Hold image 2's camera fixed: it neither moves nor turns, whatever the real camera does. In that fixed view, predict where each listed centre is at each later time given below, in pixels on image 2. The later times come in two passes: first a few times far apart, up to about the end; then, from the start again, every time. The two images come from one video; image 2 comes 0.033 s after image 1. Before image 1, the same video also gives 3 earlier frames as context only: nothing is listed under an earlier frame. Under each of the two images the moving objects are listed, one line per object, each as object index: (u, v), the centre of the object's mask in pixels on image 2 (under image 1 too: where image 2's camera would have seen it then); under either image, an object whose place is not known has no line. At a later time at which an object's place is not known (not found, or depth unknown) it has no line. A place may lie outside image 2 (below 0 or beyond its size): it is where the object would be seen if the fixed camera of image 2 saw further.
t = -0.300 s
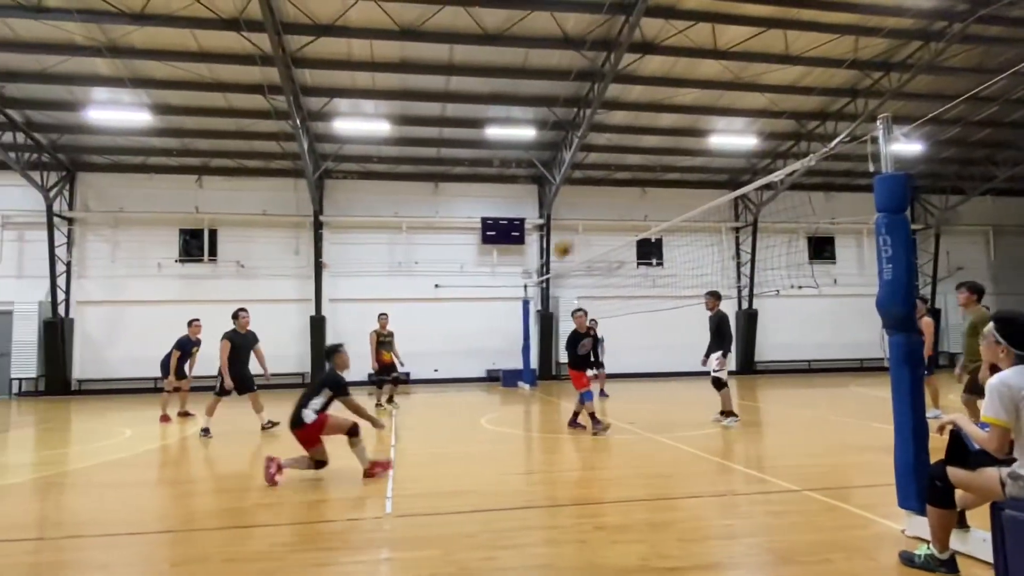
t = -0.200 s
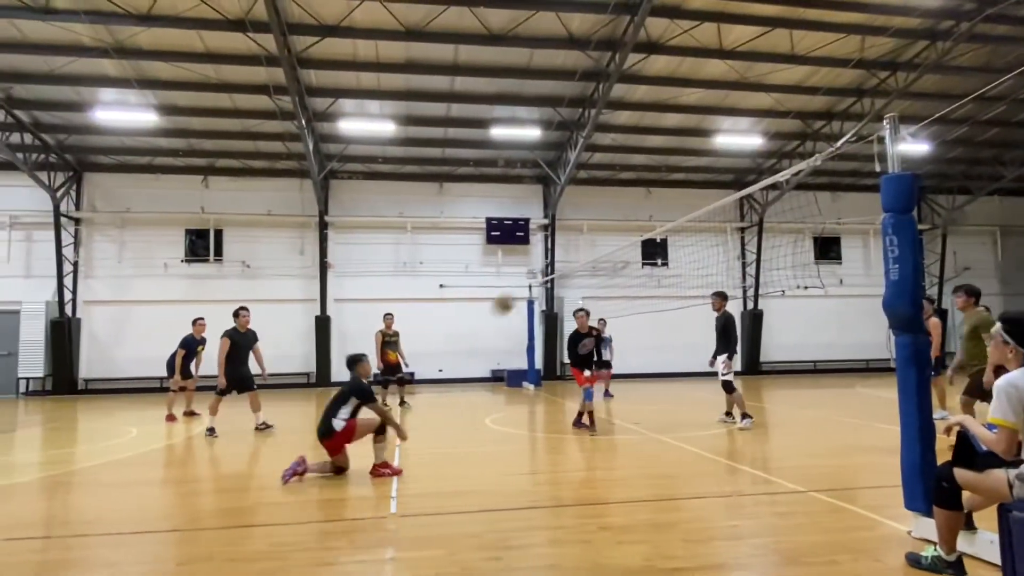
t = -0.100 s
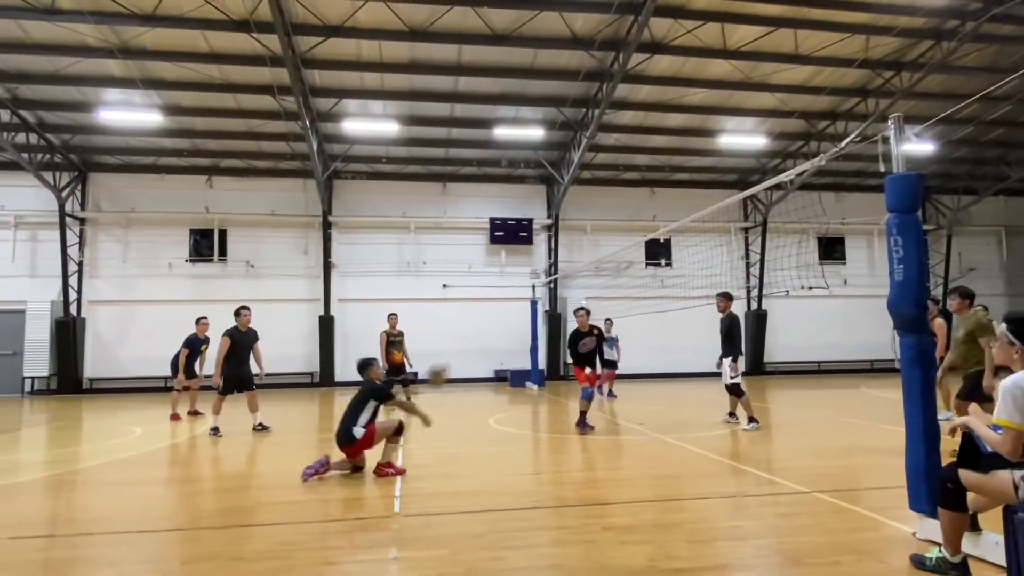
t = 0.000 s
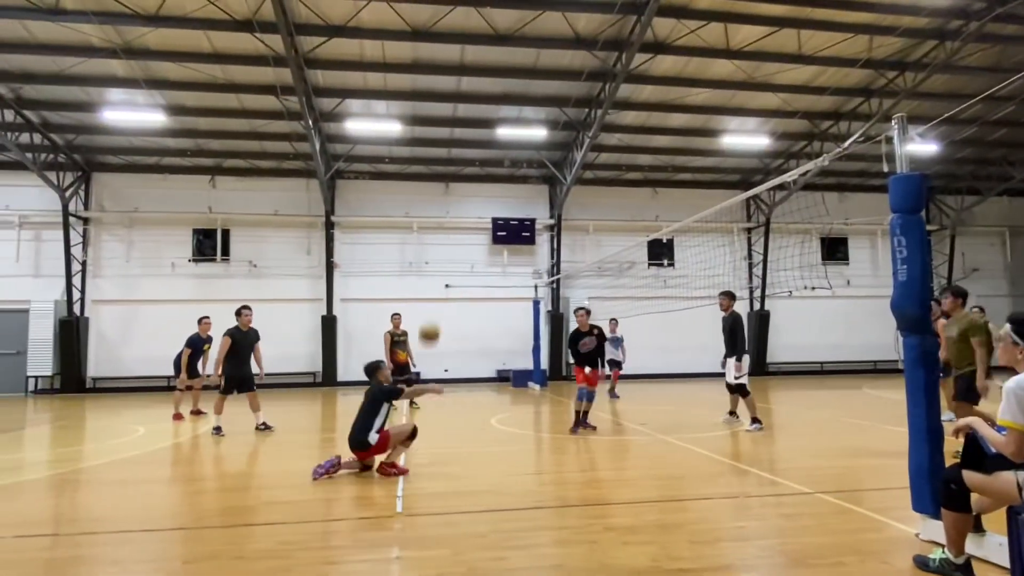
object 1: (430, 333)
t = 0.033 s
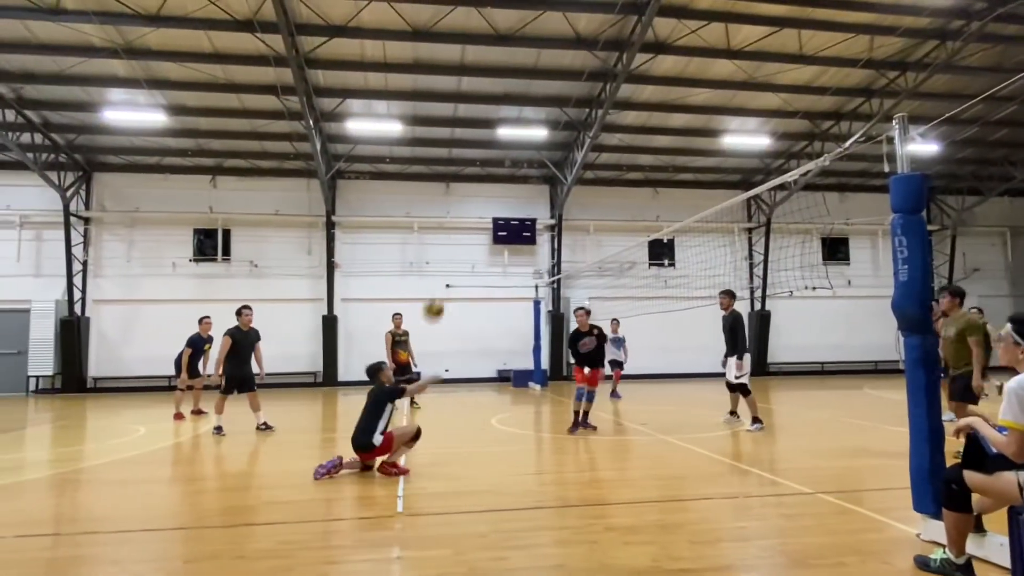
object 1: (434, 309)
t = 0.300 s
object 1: (459, 169)
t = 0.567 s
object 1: (479, 104)
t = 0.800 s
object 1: (496, 102)
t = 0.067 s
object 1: (437, 286)
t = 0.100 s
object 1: (440, 265)
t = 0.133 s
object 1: (444, 246)
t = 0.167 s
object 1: (447, 227)
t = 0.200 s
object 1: (451, 210)
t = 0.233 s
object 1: (453, 195)
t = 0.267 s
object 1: (456, 179)
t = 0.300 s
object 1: (459, 169)
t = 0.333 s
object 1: (462, 154)
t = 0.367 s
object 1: (465, 144)
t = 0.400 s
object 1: (467, 134)
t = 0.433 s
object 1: (469, 126)
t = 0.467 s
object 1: (472, 120)
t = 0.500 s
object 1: (475, 113)
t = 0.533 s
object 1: (477, 108)
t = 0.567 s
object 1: (479, 104)
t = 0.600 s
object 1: (482, 101)
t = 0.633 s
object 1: (484, 99)
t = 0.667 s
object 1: (486, 98)
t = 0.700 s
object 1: (489, 98)
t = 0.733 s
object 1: (491, 98)
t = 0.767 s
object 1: (493, 99)
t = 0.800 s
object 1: (496, 102)
